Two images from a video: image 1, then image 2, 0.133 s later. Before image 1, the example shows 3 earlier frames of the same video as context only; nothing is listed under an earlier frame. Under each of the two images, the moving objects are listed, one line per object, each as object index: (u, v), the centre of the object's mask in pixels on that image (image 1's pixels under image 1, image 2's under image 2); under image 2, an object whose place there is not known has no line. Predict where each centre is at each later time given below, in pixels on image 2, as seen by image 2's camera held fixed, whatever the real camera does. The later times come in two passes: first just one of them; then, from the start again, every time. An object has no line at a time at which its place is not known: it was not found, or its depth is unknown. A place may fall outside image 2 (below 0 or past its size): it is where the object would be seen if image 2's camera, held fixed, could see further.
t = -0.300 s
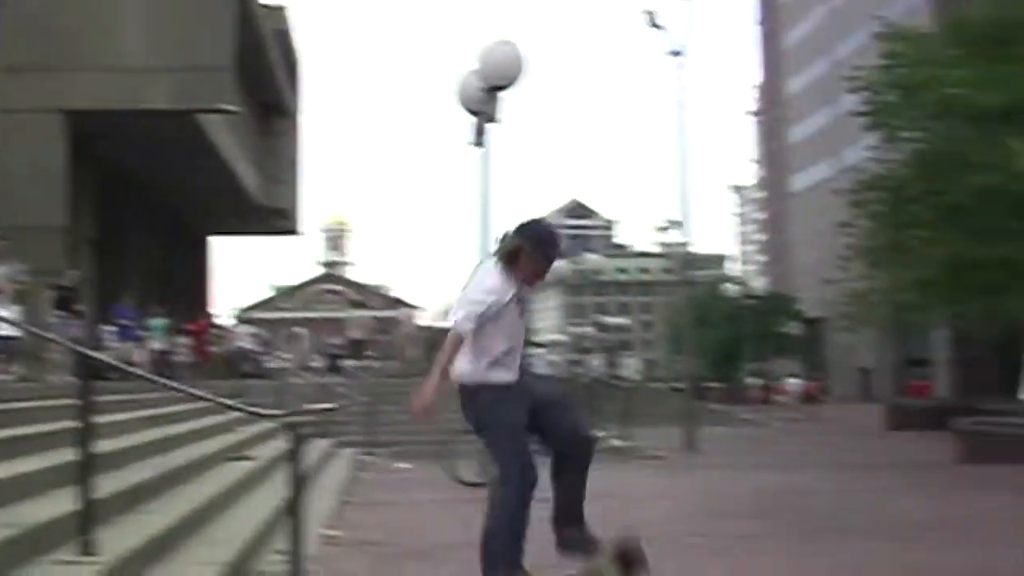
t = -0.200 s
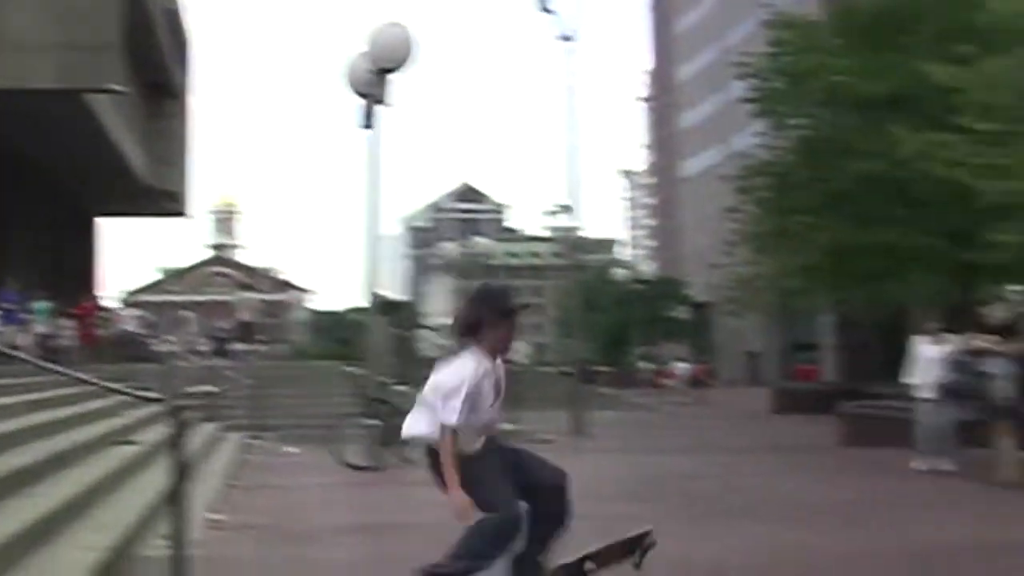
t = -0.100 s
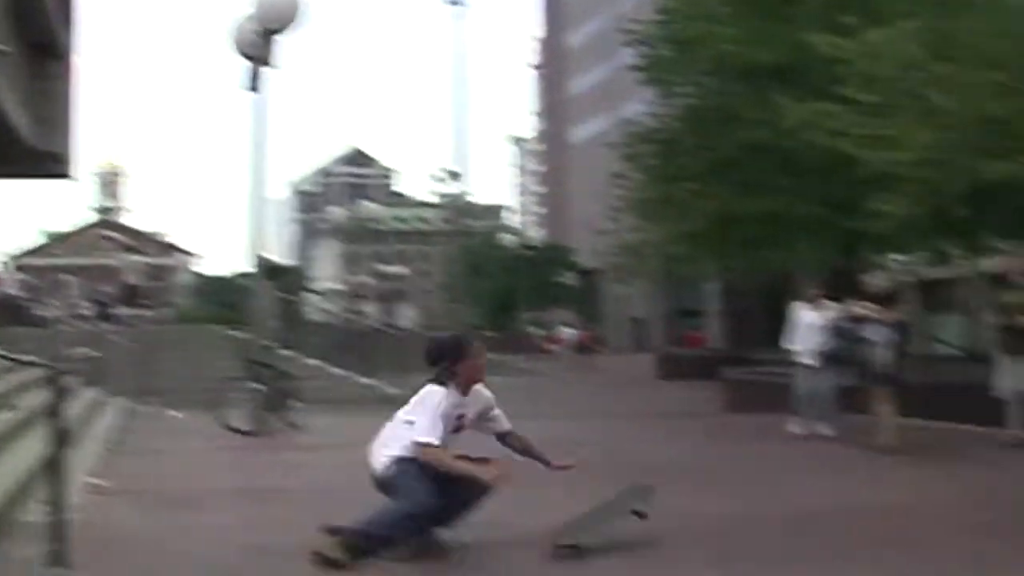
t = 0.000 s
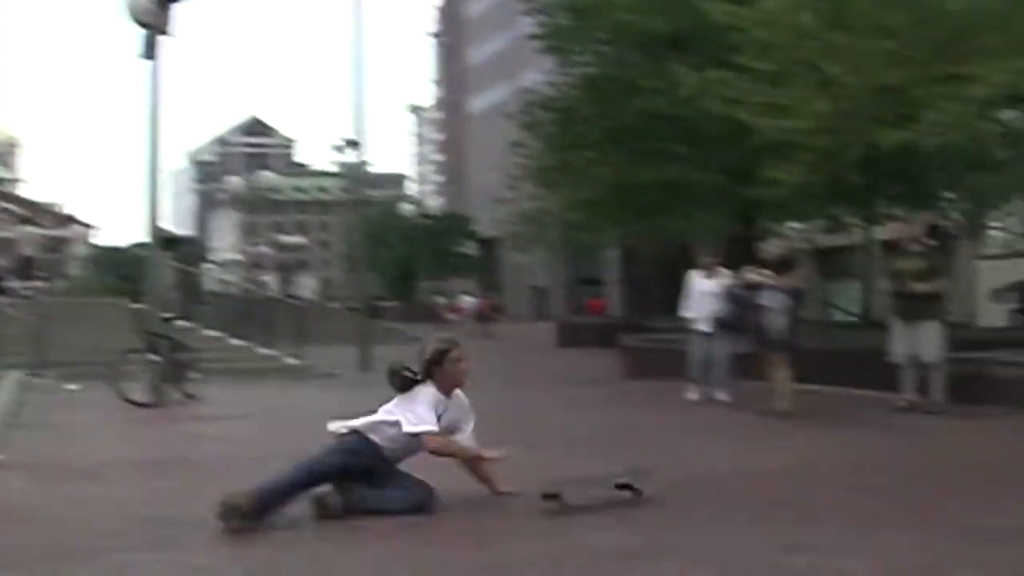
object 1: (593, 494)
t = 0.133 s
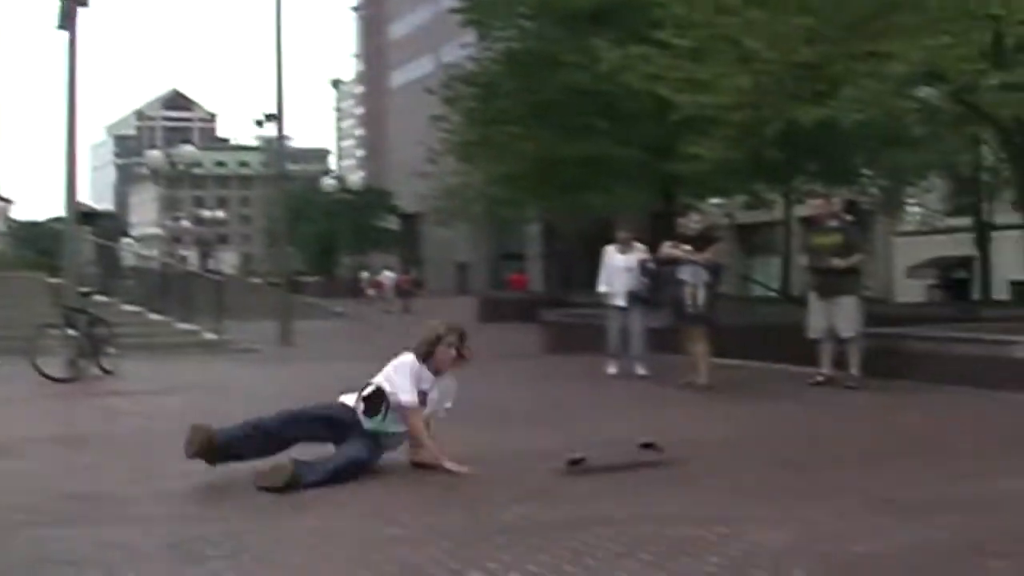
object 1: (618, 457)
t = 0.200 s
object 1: (662, 455)
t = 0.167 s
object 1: (644, 457)
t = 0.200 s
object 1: (662, 455)
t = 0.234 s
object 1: (684, 453)
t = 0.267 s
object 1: (703, 452)
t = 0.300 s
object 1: (723, 450)
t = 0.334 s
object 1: (745, 447)
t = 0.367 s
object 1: (765, 445)
